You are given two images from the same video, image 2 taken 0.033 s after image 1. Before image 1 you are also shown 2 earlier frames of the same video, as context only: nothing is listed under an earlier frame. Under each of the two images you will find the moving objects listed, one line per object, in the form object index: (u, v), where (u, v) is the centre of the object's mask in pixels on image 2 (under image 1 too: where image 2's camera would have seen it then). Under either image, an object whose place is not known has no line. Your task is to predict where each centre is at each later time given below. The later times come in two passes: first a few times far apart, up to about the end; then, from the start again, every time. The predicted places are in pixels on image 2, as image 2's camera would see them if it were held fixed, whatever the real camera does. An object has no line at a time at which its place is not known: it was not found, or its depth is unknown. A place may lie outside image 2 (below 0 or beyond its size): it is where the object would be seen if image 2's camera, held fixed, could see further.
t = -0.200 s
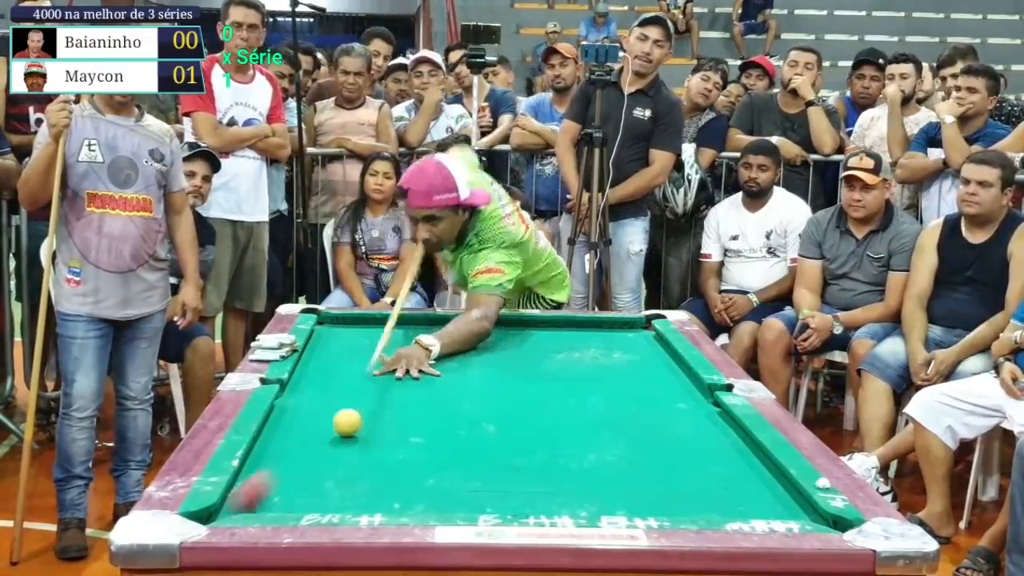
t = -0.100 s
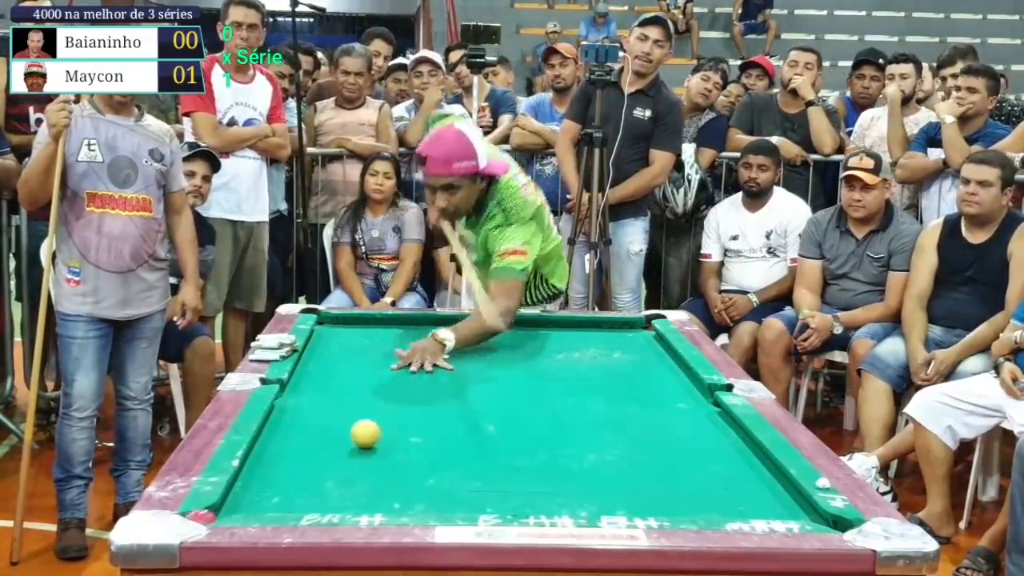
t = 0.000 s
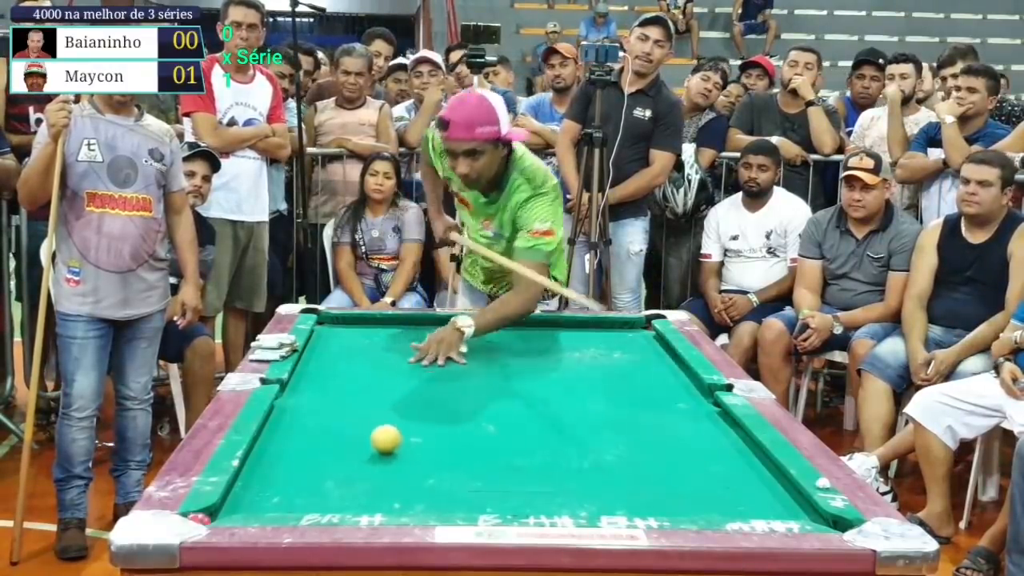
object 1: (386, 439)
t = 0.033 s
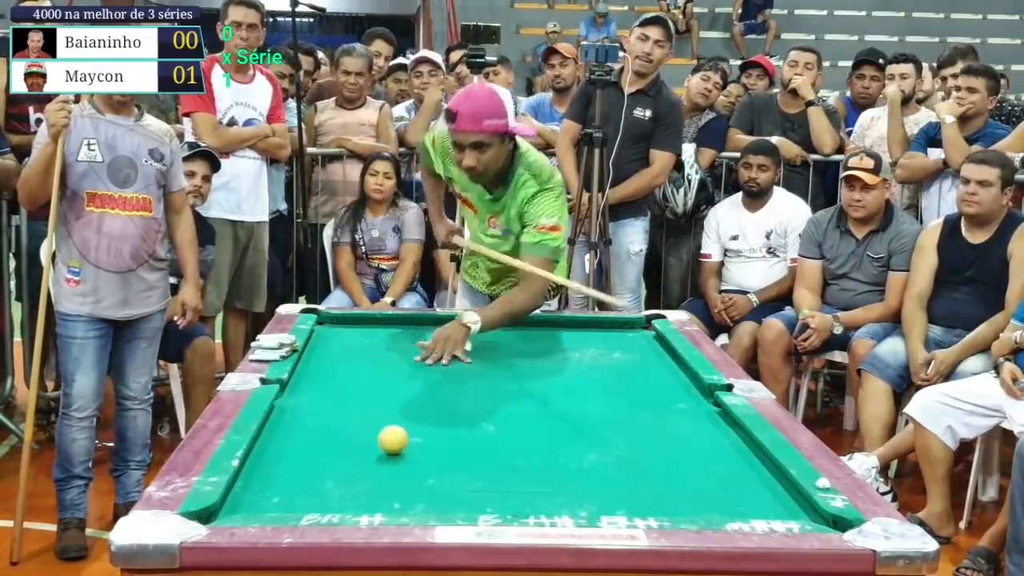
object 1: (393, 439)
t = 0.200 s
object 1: (428, 435)
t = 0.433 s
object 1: (472, 427)
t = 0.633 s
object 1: (506, 421)
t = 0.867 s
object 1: (542, 415)
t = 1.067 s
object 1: (569, 411)
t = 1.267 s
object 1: (595, 407)
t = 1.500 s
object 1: (621, 402)
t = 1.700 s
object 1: (641, 399)
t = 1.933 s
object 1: (662, 396)
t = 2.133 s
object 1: (678, 393)
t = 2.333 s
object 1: (693, 391)
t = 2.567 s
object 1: (697, 390)
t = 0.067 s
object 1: (400, 439)
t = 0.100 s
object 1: (407, 439)
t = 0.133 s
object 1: (414, 438)
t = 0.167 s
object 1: (421, 436)
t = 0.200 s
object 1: (428, 435)
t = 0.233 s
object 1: (435, 434)
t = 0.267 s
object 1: (441, 433)
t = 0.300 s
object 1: (448, 431)
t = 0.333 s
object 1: (454, 430)
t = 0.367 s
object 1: (460, 429)
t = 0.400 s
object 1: (466, 428)
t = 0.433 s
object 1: (472, 427)
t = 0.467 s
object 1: (478, 426)
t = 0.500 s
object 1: (484, 425)
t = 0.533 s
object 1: (489, 424)
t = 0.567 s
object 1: (495, 423)
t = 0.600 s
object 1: (500, 422)
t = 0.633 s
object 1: (506, 421)
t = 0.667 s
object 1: (511, 420)
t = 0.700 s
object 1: (517, 419)
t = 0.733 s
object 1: (522, 419)
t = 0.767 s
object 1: (527, 418)
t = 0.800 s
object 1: (532, 417)
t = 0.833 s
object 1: (537, 416)
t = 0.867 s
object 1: (542, 415)
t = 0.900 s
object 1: (547, 414)
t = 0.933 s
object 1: (551, 413)
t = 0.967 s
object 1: (556, 413)
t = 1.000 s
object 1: (561, 412)
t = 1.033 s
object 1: (565, 411)
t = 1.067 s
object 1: (569, 411)
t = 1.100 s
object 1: (574, 410)
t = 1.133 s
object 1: (578, 409)
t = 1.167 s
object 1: (582, 409)
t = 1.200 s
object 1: (586, 408)
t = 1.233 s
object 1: (590, 407)
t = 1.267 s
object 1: (595, 407)
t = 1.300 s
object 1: (598, 406)
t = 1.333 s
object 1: (602, 405)
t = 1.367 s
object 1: (606, 405)
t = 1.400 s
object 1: (610, 404)
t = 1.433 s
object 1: (613, 404)
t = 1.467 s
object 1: (617, 403)
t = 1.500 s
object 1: (621, 402)
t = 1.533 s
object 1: (624, 402)
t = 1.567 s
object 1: (628, 401)
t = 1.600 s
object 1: (632, 401)
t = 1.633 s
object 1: (635, 400)
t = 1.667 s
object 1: (638, 400)
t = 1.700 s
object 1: (641, 399)
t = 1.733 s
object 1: (645, 398)
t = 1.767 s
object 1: (648, 398)
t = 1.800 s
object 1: (651, 397)
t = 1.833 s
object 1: (654, 397)
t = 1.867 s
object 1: (657, 396)
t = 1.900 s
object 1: (660, 396)
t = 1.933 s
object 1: (662, 396)
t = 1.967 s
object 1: (665, 395)
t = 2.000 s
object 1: (668, 395)
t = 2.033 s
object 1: (671, 394)
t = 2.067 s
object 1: (673, 394)
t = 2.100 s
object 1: (676, 393)
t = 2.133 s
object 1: (678, 393)
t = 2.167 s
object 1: (681, 393)
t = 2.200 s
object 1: (683, 392)
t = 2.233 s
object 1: (686, 392)
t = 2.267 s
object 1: (688, 391)
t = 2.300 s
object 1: (690, 391)
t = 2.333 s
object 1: (693, 391)
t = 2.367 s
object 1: (695, 390)
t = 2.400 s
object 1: (697, 390)
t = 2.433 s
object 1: (700, 390)
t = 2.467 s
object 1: (701, 389)
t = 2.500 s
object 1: (700, 389)
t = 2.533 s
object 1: (699, 390)
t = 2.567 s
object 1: (697, 390)
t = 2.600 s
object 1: (696, 390)
